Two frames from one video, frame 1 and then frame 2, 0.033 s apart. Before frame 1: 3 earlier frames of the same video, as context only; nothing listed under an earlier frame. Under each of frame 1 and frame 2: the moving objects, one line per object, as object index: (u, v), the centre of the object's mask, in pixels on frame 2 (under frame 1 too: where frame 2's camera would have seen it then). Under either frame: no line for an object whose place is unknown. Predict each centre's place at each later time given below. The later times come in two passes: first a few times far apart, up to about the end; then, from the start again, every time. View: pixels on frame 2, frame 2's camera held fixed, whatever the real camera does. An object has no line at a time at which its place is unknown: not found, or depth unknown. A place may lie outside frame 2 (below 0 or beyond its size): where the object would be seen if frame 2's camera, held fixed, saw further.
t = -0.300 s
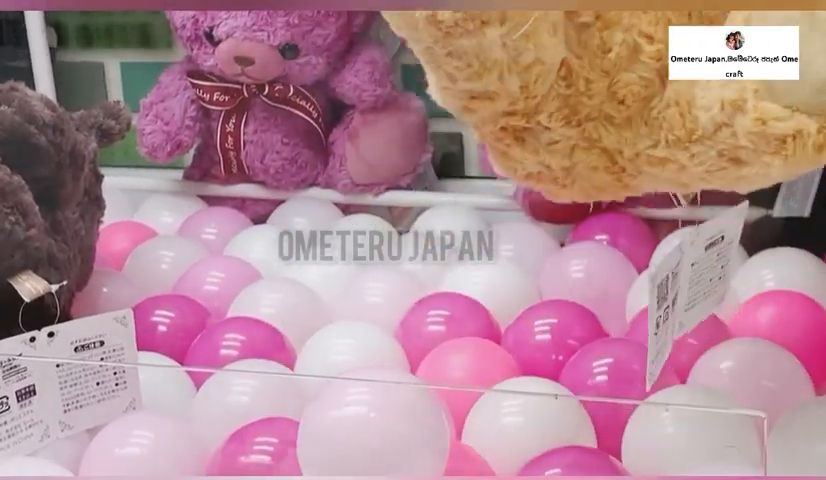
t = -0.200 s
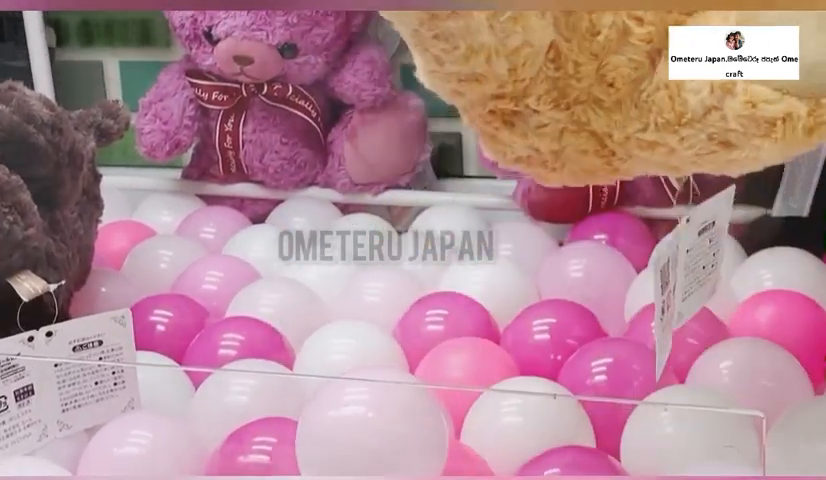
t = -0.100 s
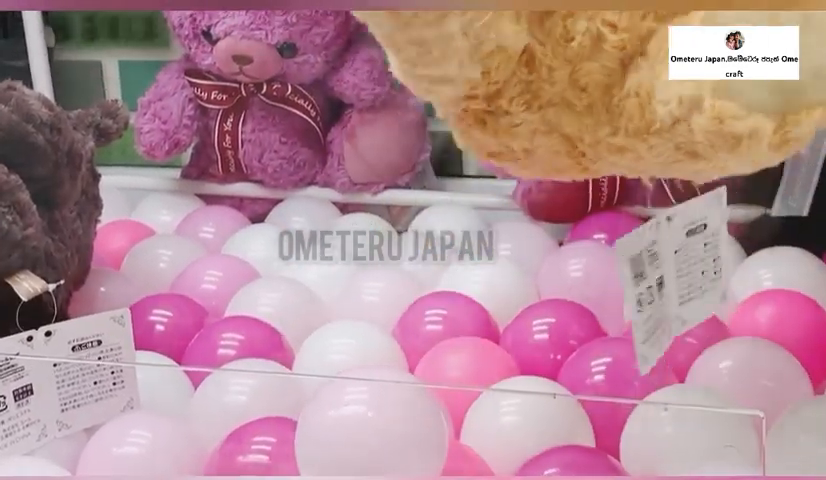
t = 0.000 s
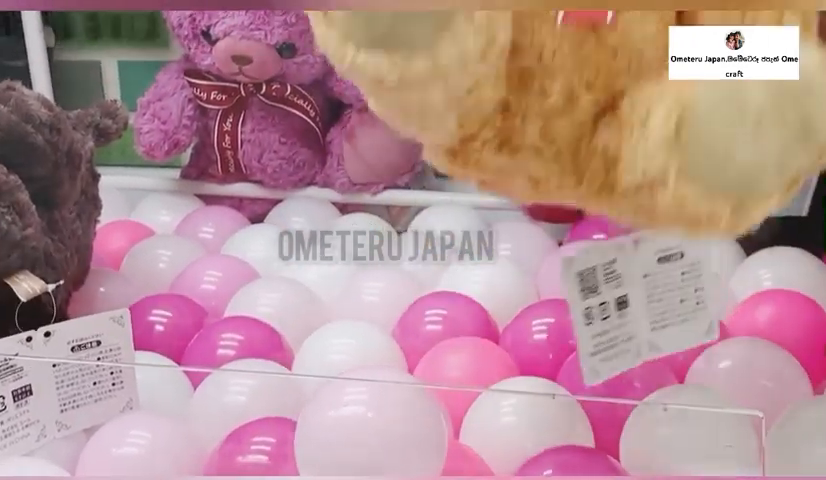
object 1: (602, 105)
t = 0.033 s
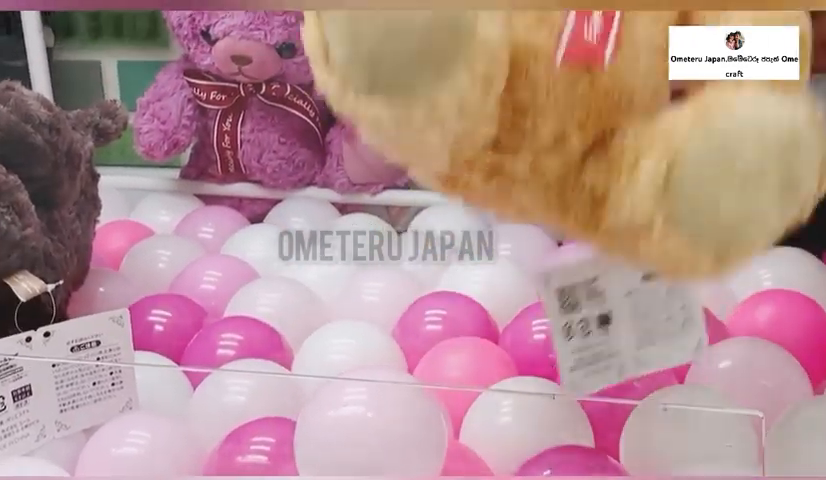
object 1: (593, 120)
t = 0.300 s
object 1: (566, 218)
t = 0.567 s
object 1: (633, 231)
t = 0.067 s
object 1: (573, 148)
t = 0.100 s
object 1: (566, 169)
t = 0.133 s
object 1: (553, 186)
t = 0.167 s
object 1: (552, 195)
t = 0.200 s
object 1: (556, 214)
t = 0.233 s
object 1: (561, 219)
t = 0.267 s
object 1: (564, 219)
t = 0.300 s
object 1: (566, 218)
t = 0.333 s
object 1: (566, 220)
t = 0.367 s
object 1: (577, 215)
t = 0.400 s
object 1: (587, 216)
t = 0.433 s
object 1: (596, 216)
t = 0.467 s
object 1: (608, 218)
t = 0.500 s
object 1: (614, 229)
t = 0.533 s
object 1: (624, 231)
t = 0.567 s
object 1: (633, 231)
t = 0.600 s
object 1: (641, 218)
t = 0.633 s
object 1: (640, 205)
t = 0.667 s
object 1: (636, 194)
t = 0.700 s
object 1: (630, 196)
